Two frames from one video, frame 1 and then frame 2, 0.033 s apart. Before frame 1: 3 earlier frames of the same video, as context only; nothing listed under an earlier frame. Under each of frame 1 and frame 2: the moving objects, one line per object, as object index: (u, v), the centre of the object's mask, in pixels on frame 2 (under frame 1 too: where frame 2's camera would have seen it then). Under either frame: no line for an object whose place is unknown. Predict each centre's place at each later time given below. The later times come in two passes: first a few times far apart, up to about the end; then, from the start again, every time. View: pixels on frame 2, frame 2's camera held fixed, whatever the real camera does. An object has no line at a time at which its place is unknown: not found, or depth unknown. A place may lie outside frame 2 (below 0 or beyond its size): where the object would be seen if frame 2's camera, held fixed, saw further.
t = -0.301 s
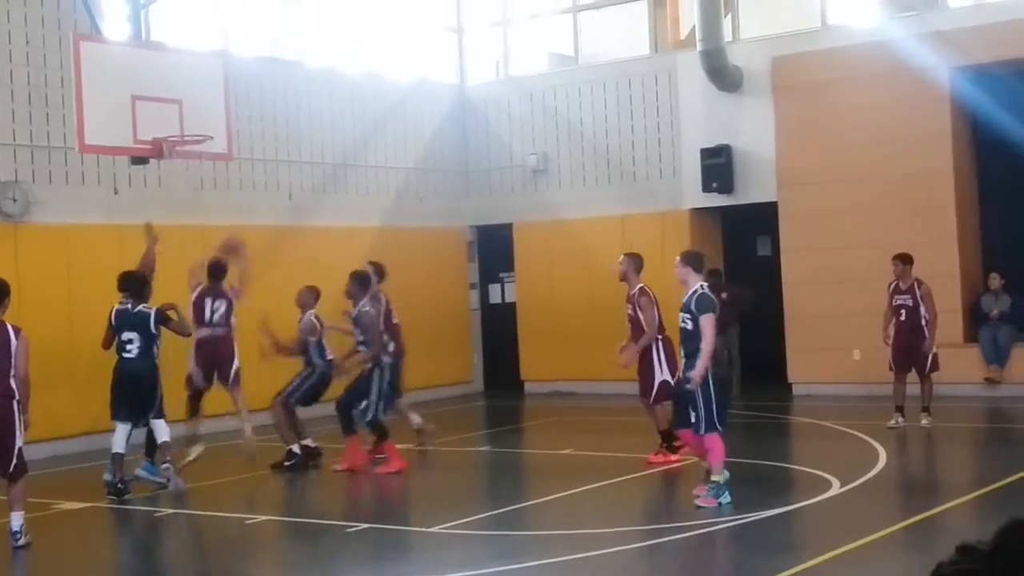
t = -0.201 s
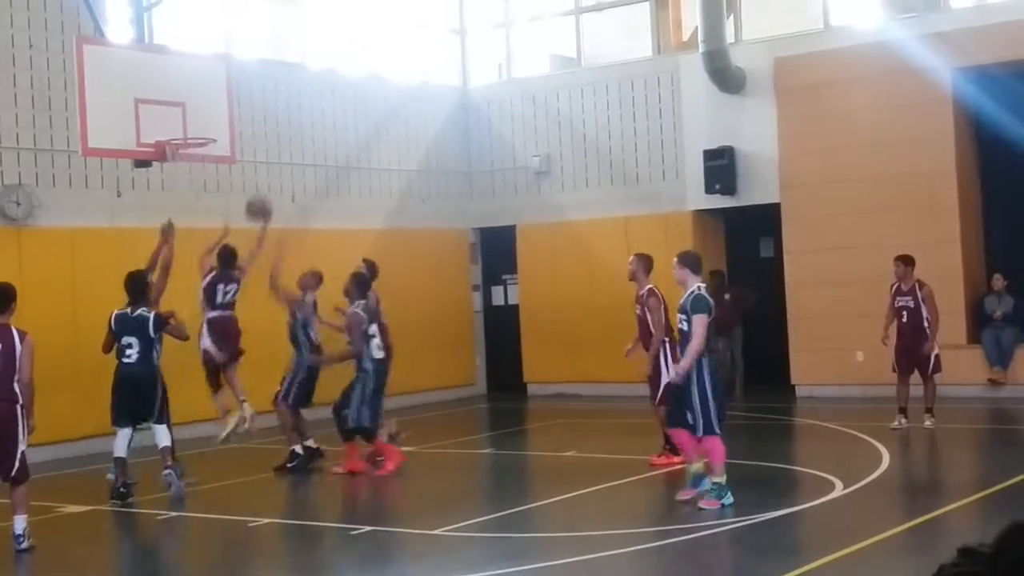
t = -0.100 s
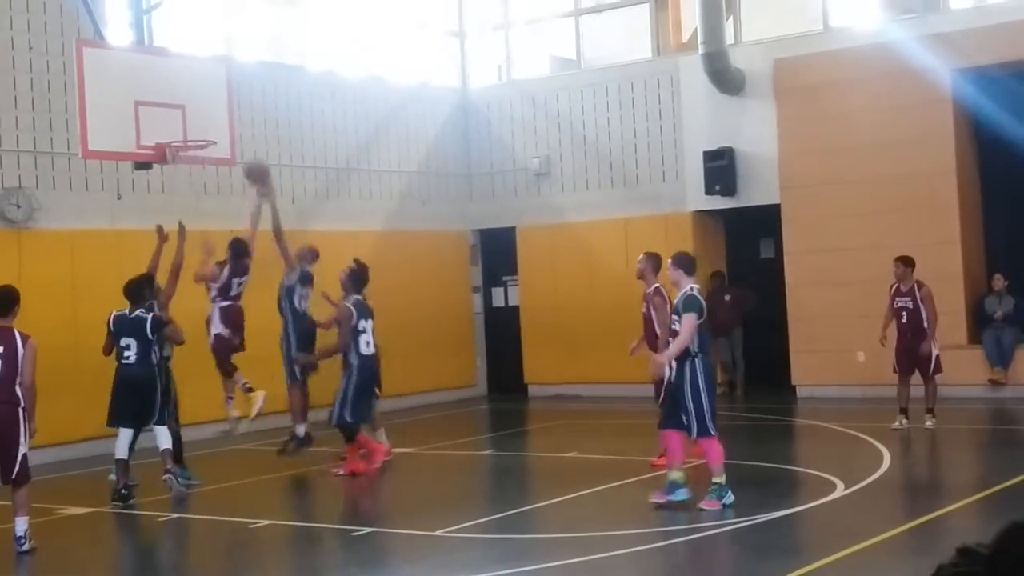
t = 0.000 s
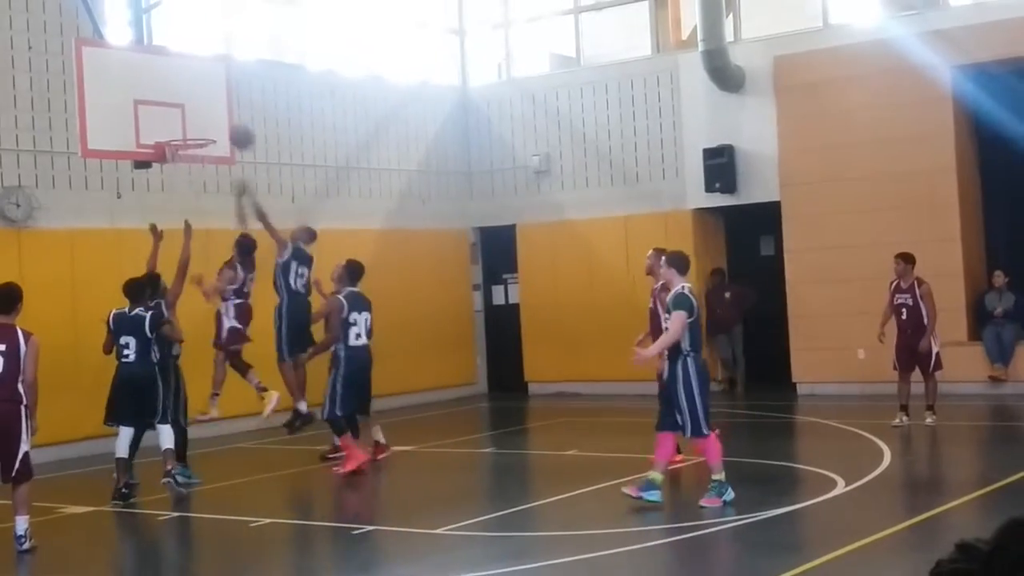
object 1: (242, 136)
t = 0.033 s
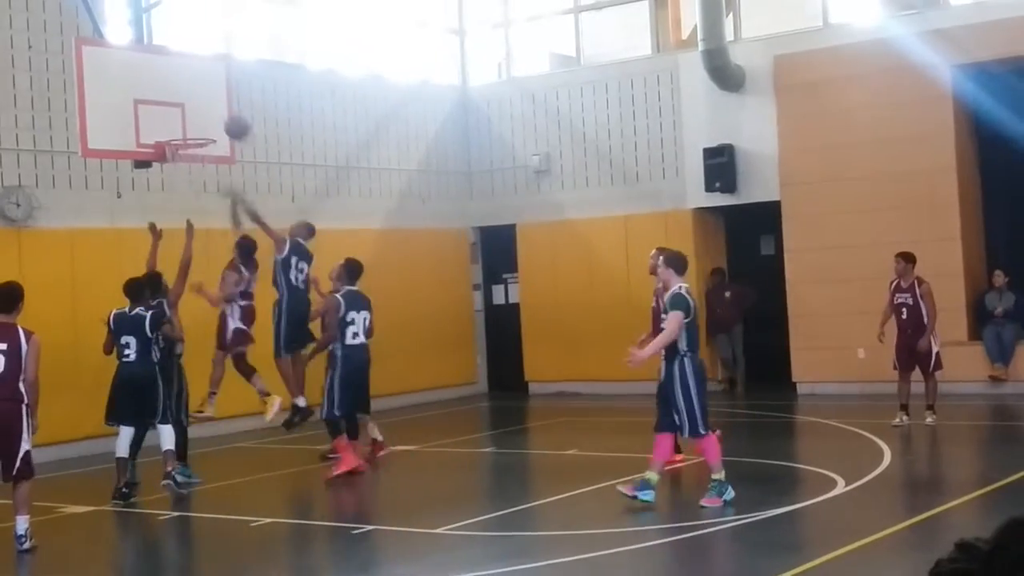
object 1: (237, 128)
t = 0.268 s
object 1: (205, 99)
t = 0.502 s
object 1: (178, 127)
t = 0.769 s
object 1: (193, 136)
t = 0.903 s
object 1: (192, 136)
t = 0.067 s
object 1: (232, 121)
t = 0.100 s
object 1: (228, 114)
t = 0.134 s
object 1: (223, 108)
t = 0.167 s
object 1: (219, 104)
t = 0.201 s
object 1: (214, 101)
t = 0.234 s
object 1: (210, 100)
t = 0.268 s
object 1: (205, 99)
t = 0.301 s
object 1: (201, 99)
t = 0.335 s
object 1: (197, 101)
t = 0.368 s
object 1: (192, 104)
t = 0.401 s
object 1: (189, 108)
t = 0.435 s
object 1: (185, 113)
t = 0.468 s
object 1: (181, 120)
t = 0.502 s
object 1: (178, 127)
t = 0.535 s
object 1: (178, 127)
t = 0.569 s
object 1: (180, 125)
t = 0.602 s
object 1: (183, 124)
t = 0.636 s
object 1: (185, 124)
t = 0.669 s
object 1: (187, 125)
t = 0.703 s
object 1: (189, 128)
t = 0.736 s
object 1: (191, 132)
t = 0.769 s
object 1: (193, 136)
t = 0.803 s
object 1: (193, 136)
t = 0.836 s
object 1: (192, 135)
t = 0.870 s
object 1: (192, 135)
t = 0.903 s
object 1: (192, 136)
